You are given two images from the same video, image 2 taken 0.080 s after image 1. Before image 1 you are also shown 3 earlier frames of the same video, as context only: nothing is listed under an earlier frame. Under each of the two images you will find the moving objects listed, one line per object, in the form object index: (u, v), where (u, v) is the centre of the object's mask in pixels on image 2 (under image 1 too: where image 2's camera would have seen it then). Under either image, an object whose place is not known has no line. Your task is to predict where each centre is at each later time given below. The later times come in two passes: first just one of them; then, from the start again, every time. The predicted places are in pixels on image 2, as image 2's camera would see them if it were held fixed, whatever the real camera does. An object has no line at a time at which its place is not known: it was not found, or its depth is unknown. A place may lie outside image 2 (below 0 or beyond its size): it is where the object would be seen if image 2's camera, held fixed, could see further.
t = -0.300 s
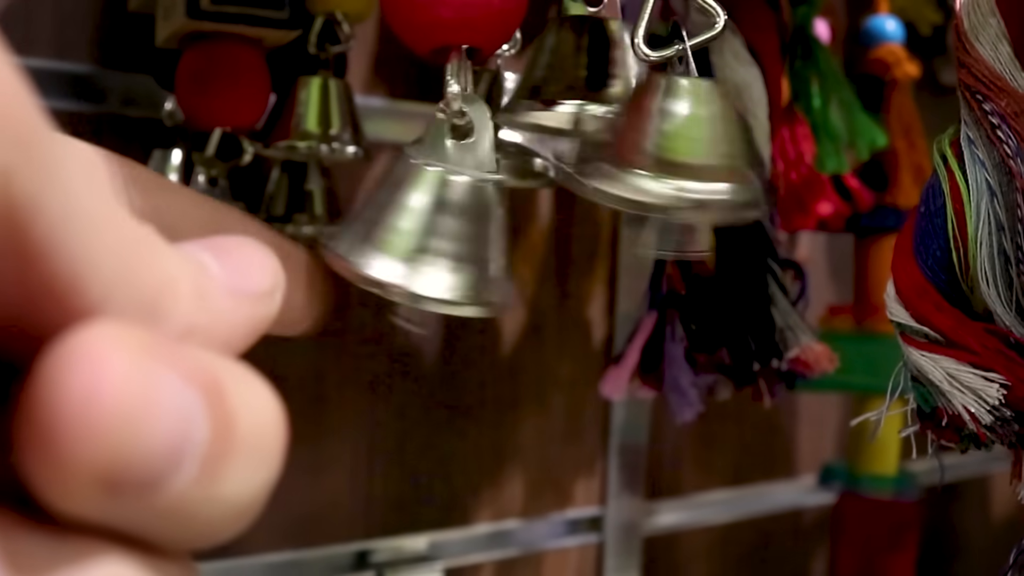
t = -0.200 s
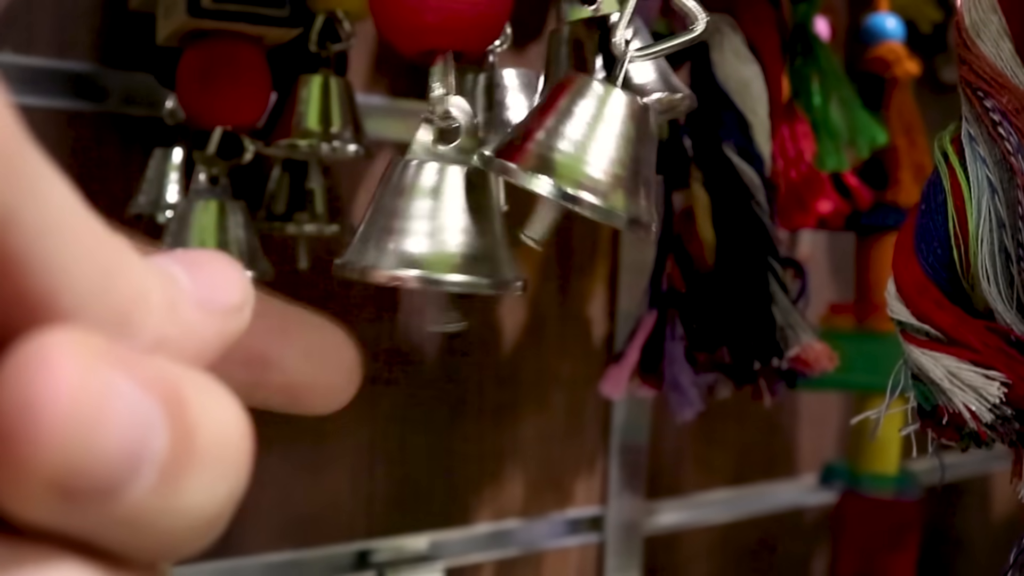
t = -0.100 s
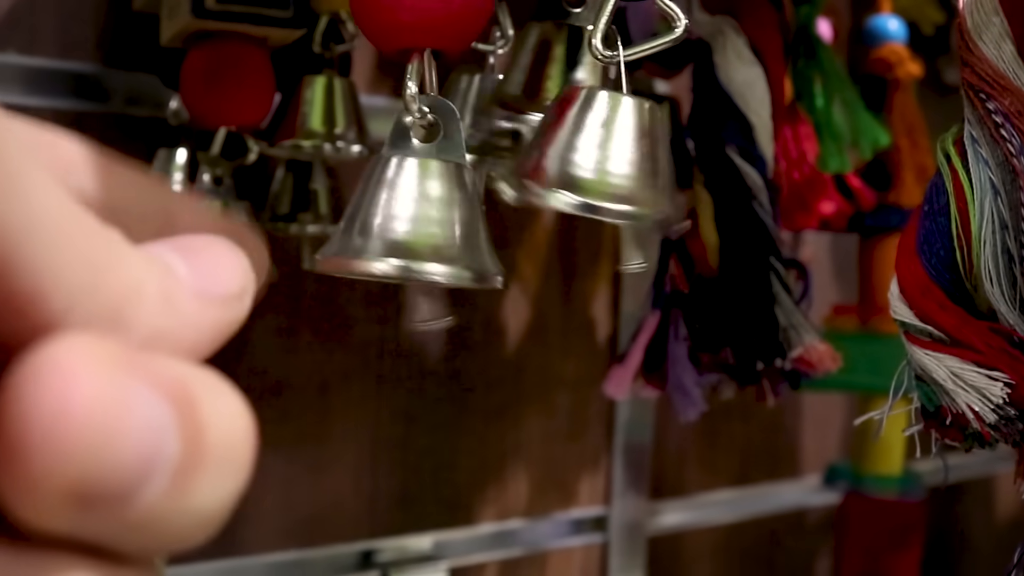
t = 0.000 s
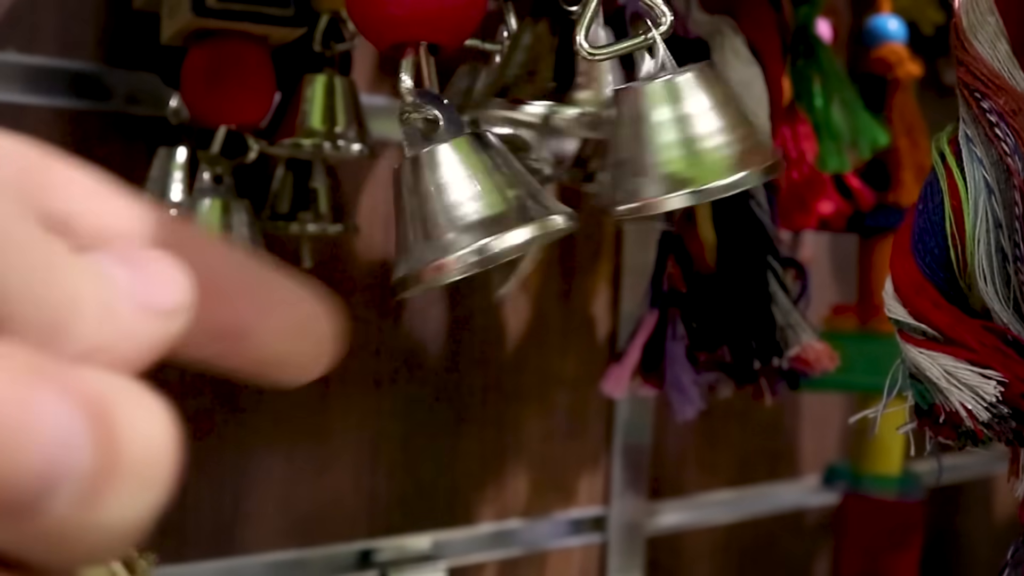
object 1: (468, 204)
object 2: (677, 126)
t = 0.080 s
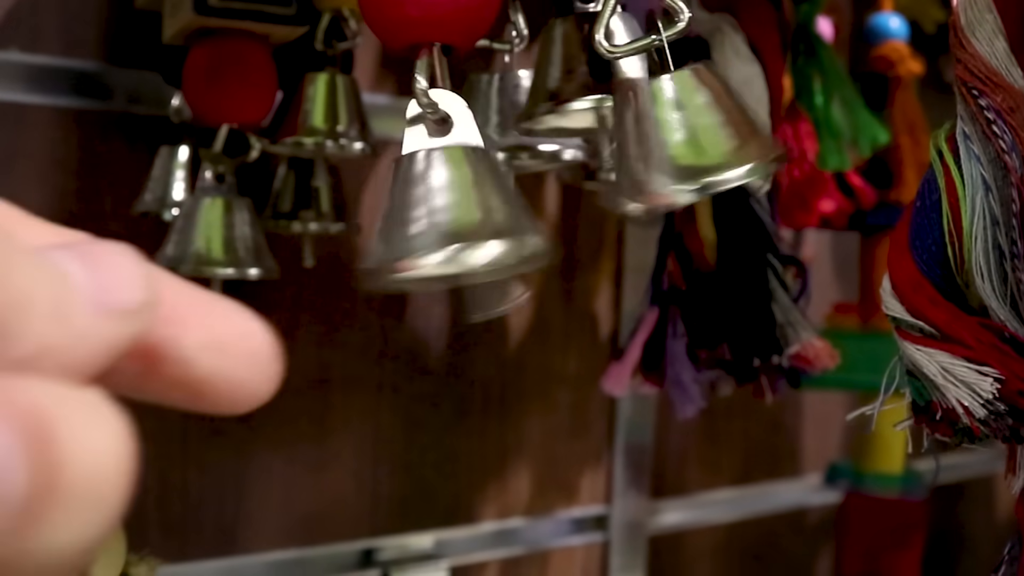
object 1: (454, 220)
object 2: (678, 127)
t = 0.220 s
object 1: (411, 228)
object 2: (604, 140)
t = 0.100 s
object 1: (441, 221)
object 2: (670, 129)
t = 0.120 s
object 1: (429, 219)
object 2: (659, 132)
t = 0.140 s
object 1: (422, 219)
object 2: (652, 132)
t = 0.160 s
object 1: (415, 219)
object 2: (638, 141)
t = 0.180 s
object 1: (411, 222)
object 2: (621, 157)
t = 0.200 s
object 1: (409, 226)
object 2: (608, 156)
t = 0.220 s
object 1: (411, 228)
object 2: (604, 140)
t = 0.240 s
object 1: (417, 230)
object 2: (607, 138)
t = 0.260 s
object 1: (425, 226)
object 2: (598, 143)
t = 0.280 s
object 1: (429, 224)
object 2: (604, 139)
